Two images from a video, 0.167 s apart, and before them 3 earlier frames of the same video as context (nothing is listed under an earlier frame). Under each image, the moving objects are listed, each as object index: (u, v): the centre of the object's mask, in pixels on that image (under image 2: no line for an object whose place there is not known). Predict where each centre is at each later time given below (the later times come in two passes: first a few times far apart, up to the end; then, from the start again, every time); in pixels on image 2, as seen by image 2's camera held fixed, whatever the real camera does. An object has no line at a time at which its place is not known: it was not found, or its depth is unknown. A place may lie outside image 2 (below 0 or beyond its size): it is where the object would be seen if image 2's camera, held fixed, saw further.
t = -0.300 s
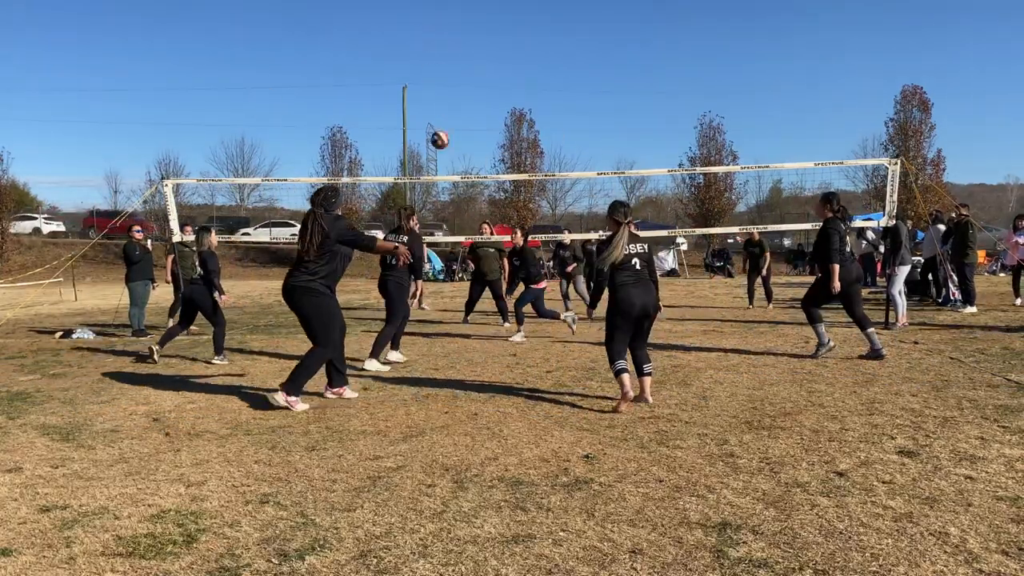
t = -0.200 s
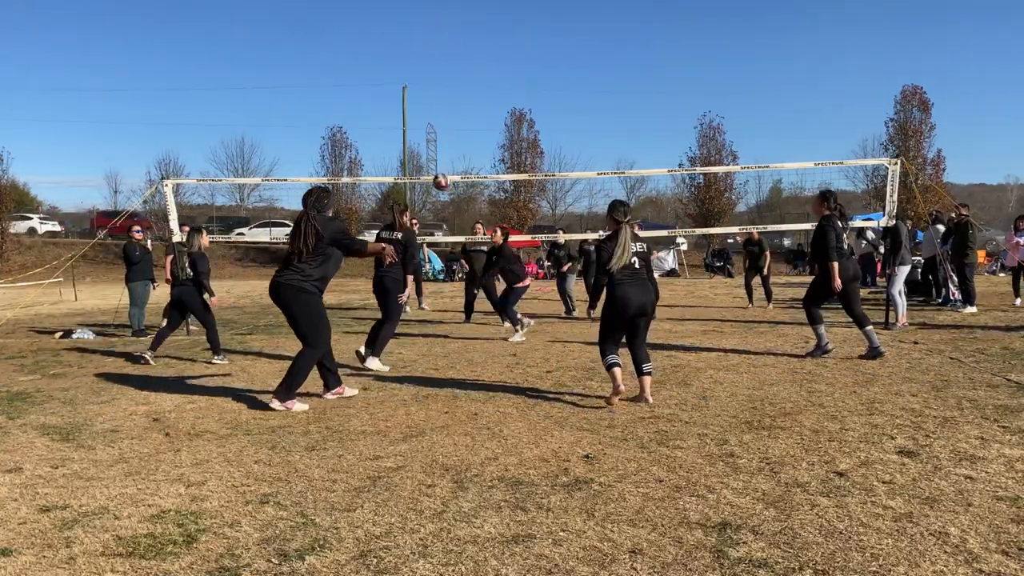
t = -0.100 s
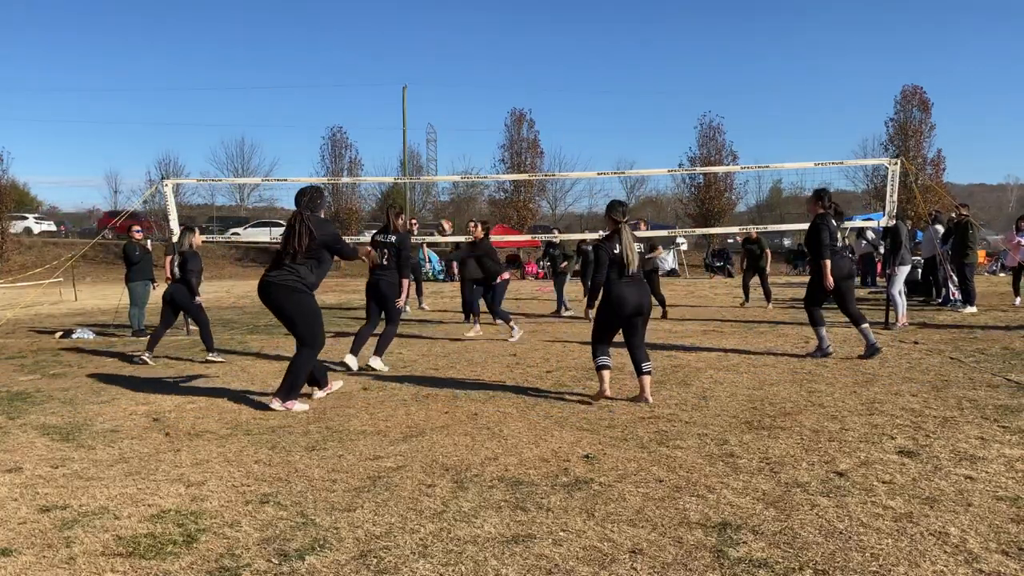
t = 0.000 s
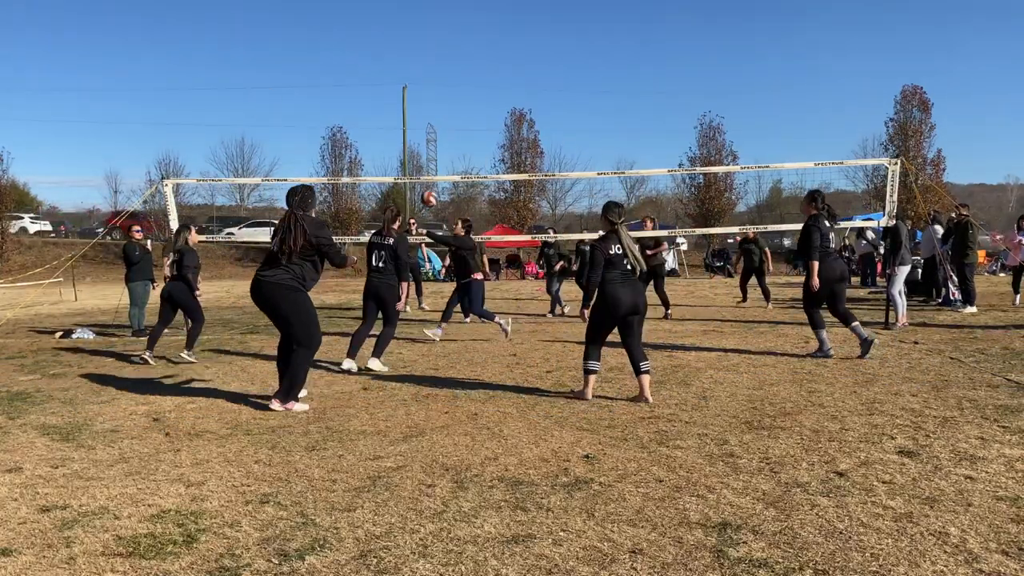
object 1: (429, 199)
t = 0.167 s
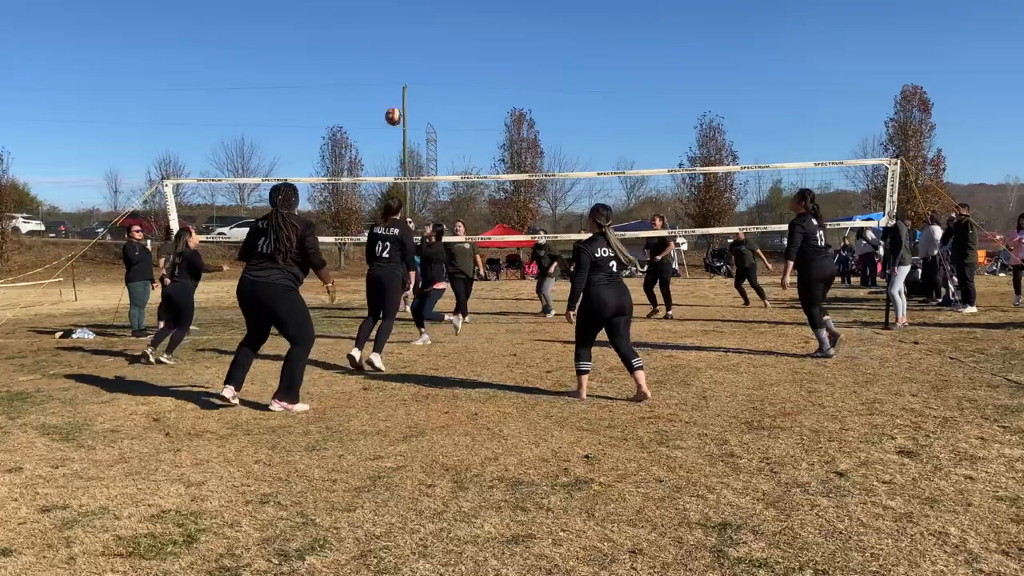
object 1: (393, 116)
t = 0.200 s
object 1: (386, 103)
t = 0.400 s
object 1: (347, 39)
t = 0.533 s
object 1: (322, 16)
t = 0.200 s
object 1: (386, 103)
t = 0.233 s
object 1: (380, 90)
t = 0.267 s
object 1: (373, 78)
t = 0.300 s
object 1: (367, 67)
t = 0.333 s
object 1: (360, 56)
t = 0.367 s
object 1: (354, 47)
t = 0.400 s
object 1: (347, 39)
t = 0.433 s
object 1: (341, 32)
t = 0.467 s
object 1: (335, 26)
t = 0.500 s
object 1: (329, 20)
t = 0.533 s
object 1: (322, 16)
